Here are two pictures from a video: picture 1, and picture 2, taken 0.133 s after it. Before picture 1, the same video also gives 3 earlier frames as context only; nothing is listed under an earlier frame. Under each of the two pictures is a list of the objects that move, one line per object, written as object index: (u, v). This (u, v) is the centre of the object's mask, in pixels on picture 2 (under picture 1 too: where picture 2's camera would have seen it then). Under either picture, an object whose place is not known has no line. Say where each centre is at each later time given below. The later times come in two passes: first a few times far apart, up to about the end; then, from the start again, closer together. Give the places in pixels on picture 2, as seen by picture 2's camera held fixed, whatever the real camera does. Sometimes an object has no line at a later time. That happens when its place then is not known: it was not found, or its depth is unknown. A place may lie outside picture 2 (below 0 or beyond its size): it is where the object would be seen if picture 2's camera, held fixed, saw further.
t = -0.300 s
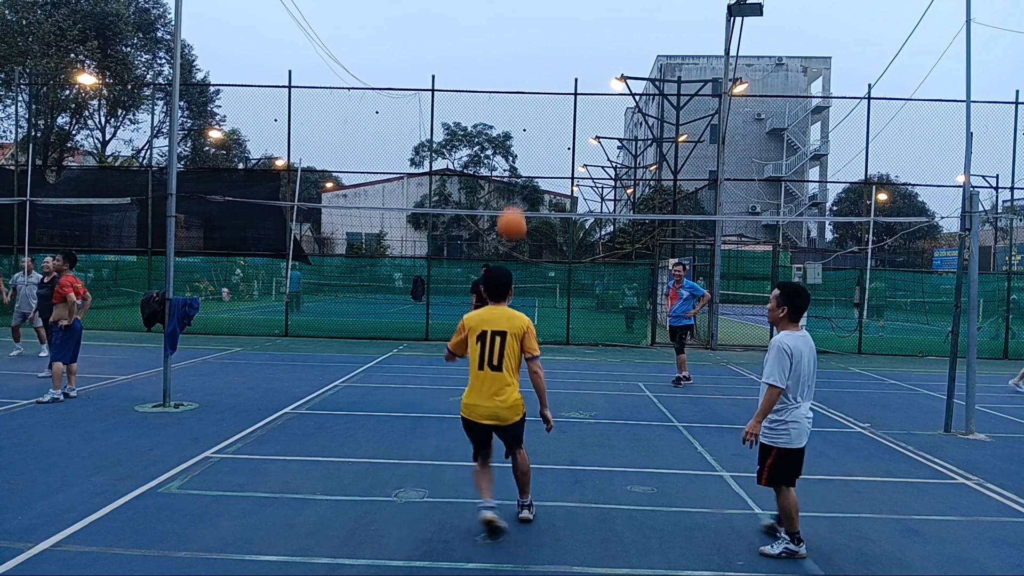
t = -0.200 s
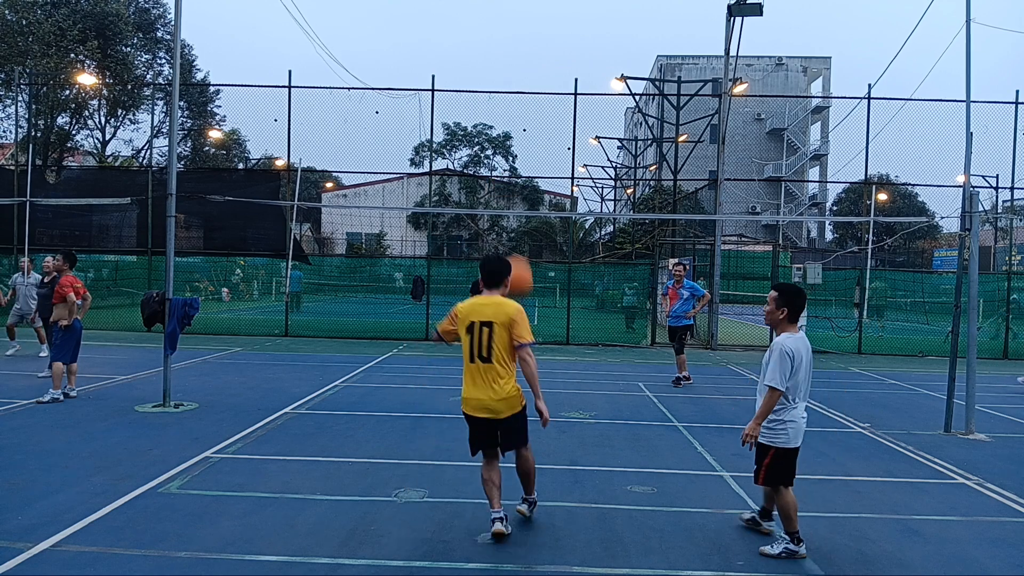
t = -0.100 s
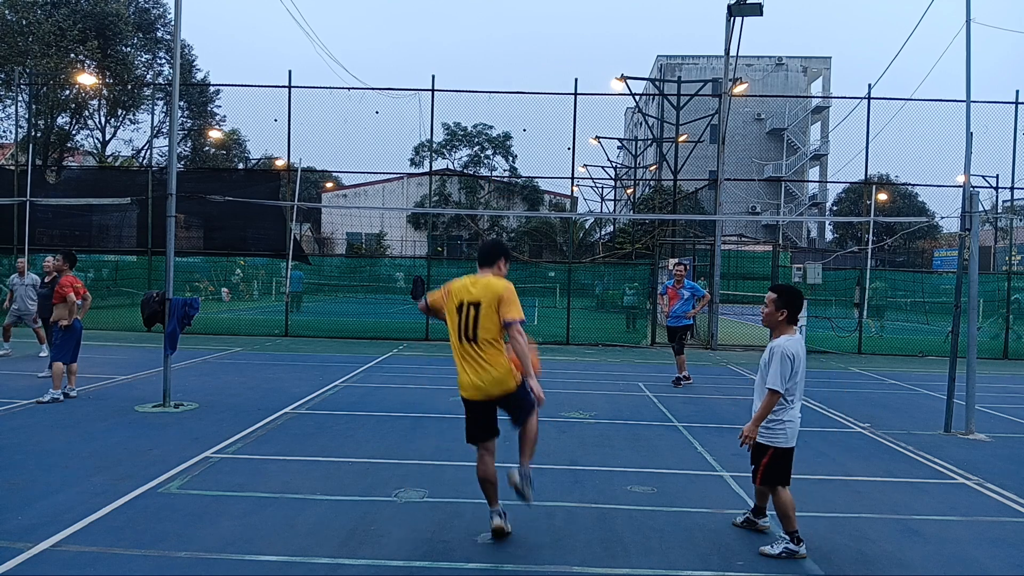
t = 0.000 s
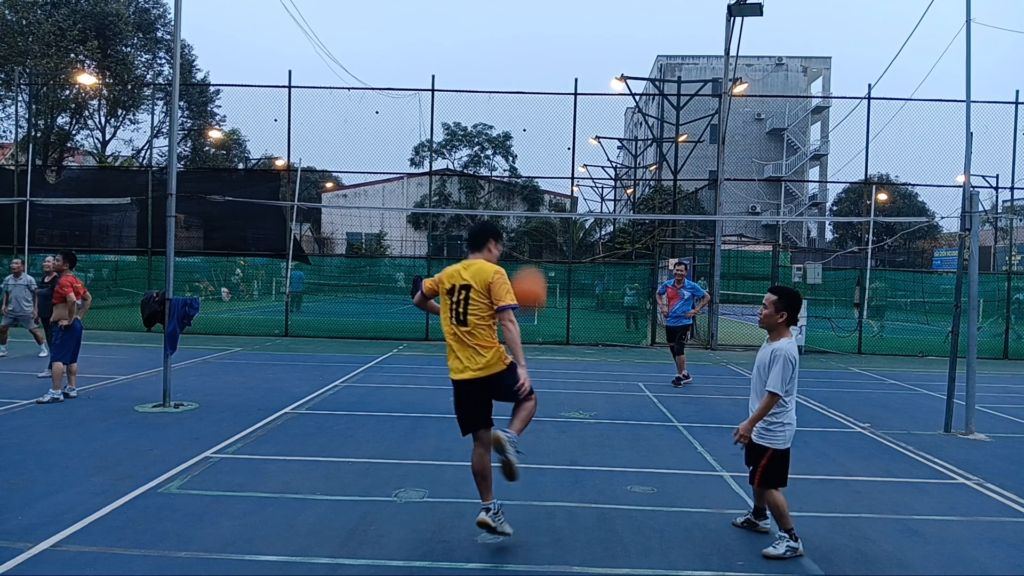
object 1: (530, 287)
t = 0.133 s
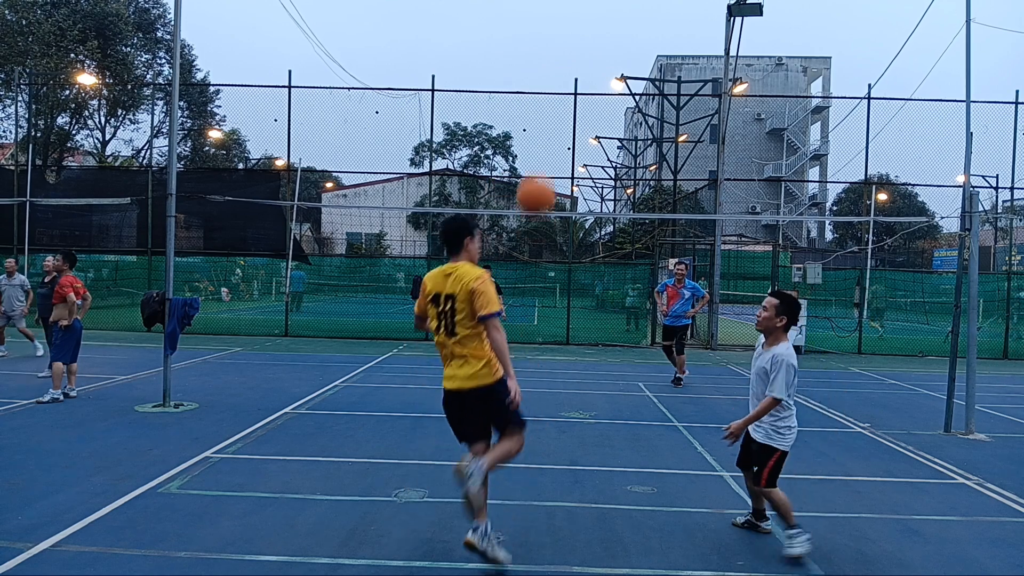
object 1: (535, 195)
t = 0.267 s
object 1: (545, 124)
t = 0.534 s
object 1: (559, 74)
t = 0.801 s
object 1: (570, 145)
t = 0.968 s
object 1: (574, 250)
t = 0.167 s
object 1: (538, 175)
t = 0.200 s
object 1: (541, 155)
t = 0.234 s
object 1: (543, 139)
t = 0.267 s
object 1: (545, 124)
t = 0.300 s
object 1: (547, 111)
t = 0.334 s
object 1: (549, 100)
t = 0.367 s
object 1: (551, 91)
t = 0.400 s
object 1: (553, 84)
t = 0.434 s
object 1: (555, 79)
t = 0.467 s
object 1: (556, 75)
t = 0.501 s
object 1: (558, 74)
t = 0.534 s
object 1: (559, 74)
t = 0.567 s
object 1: (561, 76)
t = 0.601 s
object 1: (562, 80)
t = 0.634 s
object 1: (564, 86)
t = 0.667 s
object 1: (565, 94)
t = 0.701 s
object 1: (567, 104)
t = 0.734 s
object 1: (568, 115)
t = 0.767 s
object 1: (569, 129)
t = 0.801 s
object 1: (570, 145)
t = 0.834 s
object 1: (571, 163)
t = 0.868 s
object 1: (572, 183)
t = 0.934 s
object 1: (573, 229)
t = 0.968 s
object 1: (574, 250)
